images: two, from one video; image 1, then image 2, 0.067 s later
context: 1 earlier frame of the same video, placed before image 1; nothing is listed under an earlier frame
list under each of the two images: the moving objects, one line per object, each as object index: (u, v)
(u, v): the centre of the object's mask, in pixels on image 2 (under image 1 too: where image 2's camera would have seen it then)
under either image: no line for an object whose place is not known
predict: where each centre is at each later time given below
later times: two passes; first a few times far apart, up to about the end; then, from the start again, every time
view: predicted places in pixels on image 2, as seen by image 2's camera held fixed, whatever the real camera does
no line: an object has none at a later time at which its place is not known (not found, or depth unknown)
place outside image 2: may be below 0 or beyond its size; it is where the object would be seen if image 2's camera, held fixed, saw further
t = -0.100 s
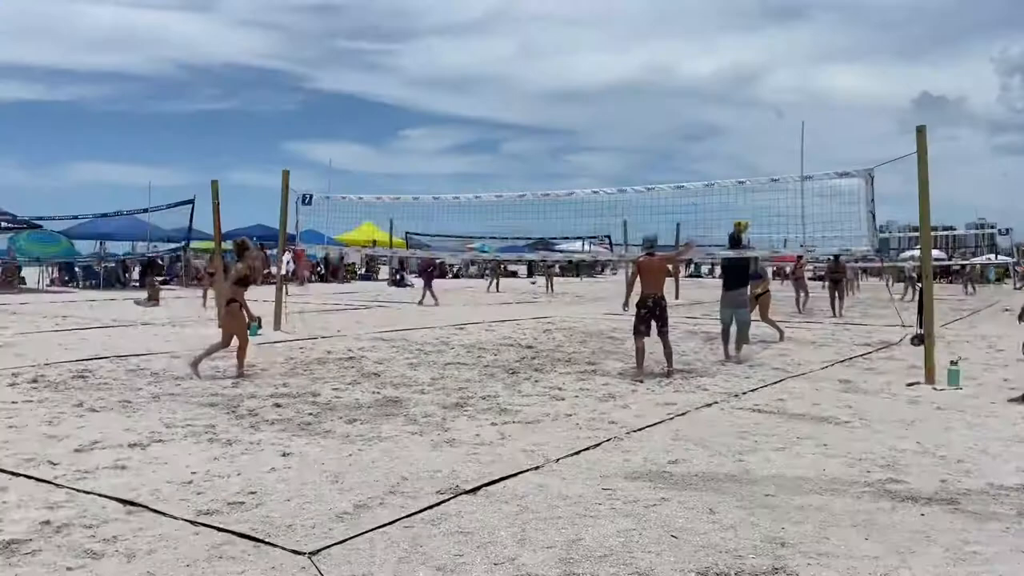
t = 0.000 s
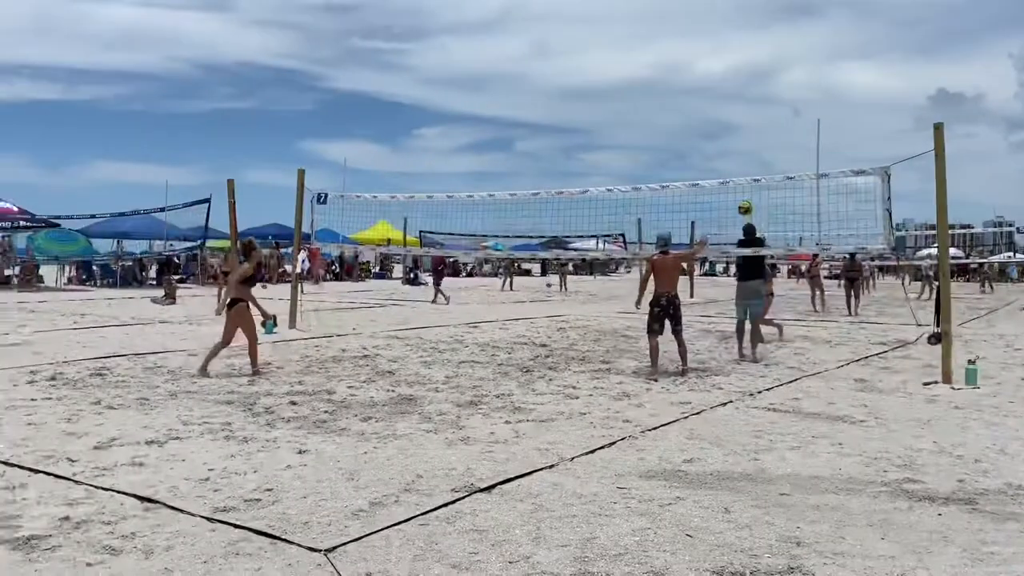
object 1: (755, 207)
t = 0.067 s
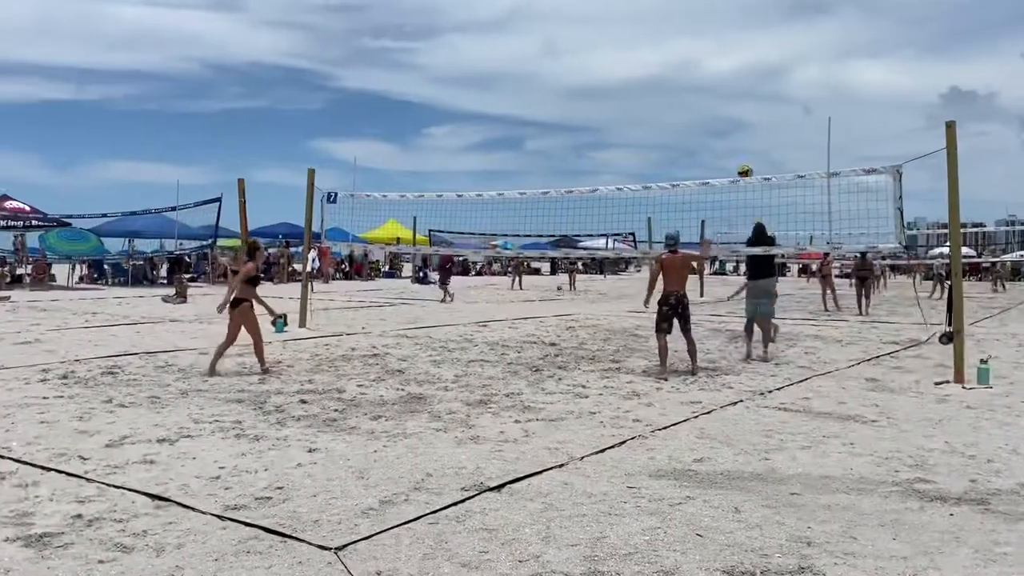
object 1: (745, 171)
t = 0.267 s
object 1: (716, 92)
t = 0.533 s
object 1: (682, 34)
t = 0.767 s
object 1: (657, 24)
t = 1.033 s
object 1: (632, 56)
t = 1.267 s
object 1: (611, 120)
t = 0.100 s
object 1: (740, 157)
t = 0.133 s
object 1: (735, 142)
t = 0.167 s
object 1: (730, 129)
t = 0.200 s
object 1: (726, 116)
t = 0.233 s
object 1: (721, 103)
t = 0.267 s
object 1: (716, 92)
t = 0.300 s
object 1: (712, 81)
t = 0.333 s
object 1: (707, 72)
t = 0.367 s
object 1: (703, 64)
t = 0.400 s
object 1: (698, 56)
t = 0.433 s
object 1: (694, 49)
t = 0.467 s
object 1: (690, 43)
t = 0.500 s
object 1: (686, 38)
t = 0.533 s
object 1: (682, 34)
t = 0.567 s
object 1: (679, 30)
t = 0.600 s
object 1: (675, 27)
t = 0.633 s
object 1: (671, 25)
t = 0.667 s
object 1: (668, 23)
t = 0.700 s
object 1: (664, 23)
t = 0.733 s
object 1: (661, 23)
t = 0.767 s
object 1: (657, 24)
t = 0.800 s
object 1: (654, 25)
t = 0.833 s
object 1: (651, 28)
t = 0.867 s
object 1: (648, 30)
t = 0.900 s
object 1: (644, 34)
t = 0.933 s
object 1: (641, 38)
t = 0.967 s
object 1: (638, 44)
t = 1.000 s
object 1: (635, 49)
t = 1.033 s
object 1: (632, 56)
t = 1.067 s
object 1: (629, 63)
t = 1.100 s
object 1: (626, 71)
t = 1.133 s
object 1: (623, 79)
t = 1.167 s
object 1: (620, 89)
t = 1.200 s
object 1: (617, 98)
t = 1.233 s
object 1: (614, 109)
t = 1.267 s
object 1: (611, 120)
